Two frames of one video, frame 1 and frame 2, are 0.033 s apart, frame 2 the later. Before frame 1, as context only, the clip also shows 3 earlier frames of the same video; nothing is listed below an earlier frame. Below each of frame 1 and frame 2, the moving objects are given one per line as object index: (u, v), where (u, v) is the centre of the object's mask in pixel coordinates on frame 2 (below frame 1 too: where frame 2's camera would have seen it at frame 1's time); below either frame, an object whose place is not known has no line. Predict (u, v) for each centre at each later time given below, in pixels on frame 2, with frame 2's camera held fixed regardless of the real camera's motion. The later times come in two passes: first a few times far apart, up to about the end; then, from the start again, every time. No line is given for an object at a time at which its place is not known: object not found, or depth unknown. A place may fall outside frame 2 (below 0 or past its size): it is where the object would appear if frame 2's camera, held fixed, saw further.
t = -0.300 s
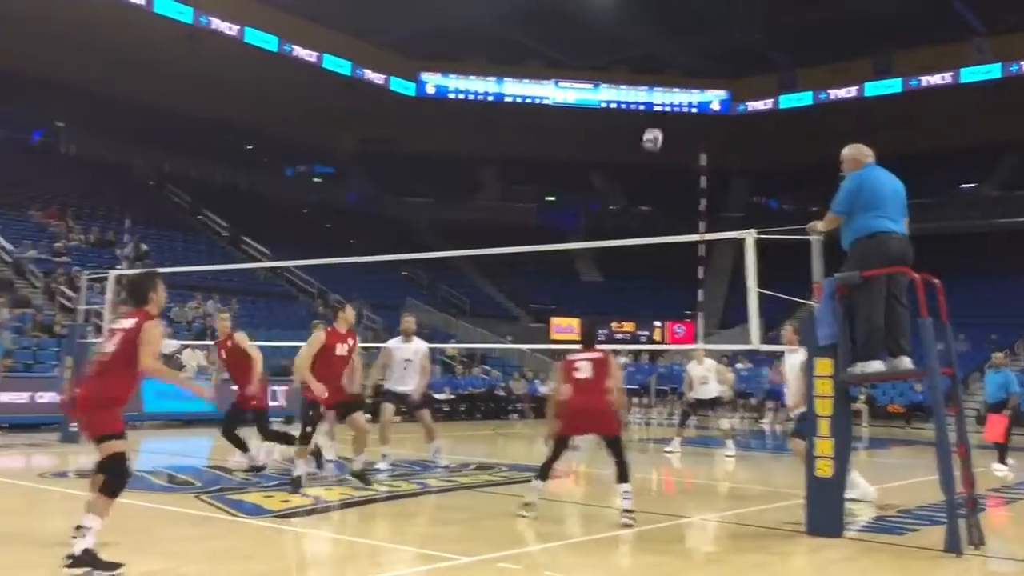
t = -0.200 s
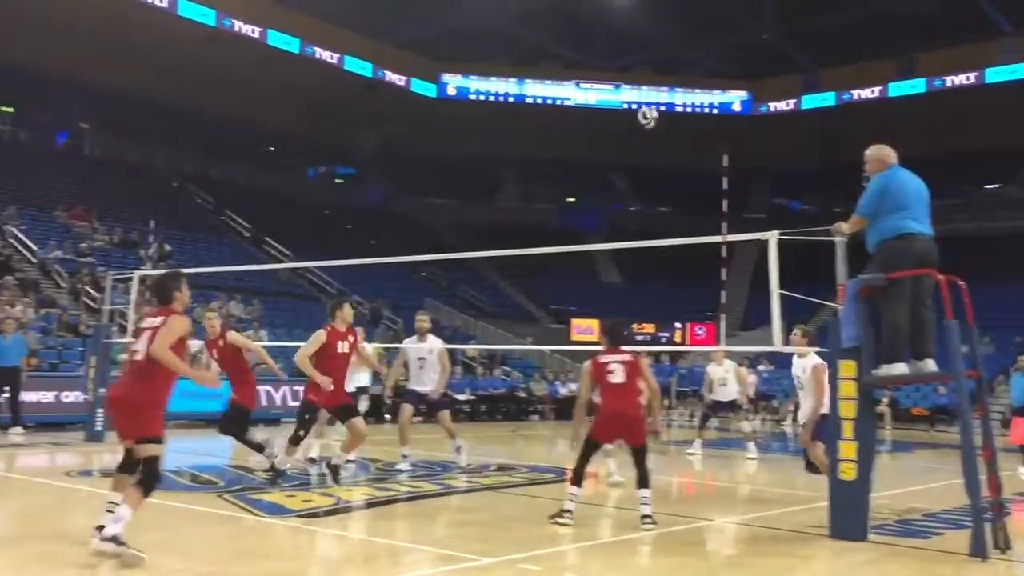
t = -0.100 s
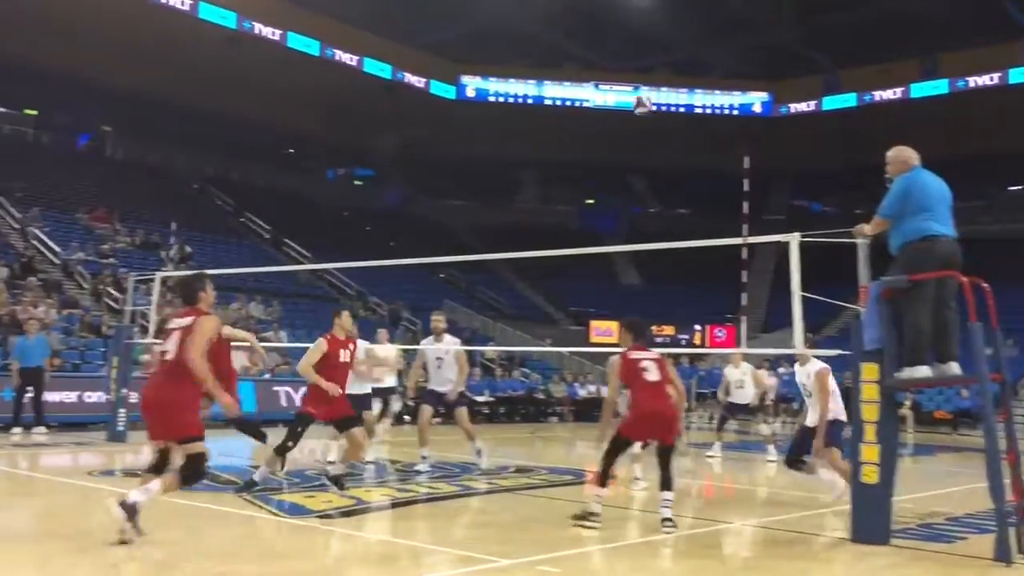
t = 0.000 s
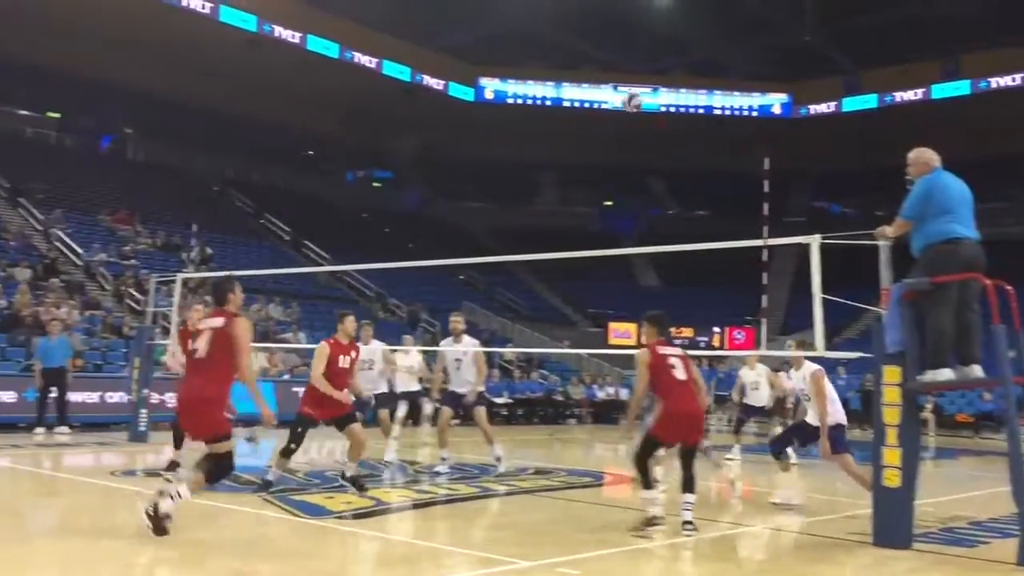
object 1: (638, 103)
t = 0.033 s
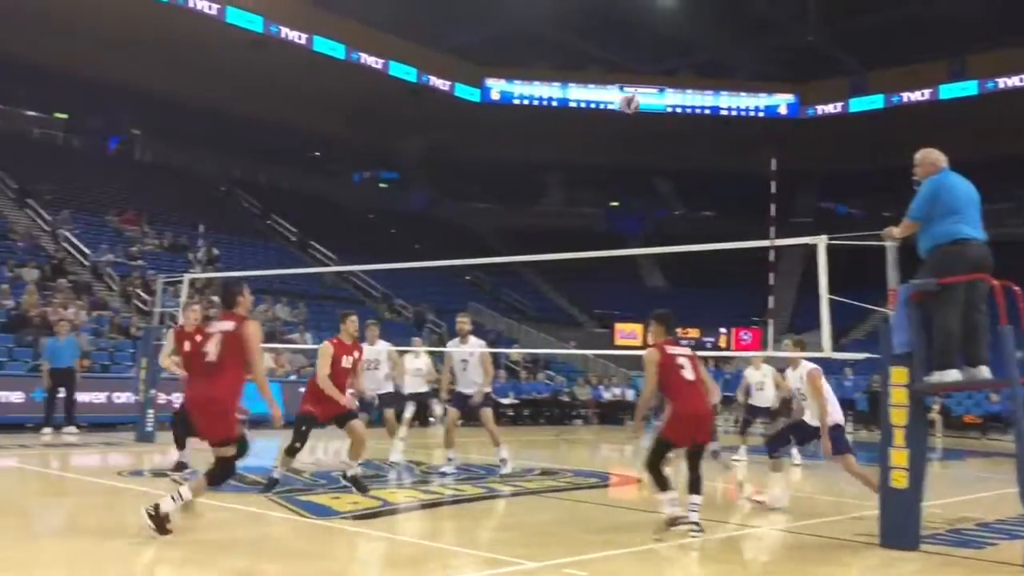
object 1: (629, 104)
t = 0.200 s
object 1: (584, 122)
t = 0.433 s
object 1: (516, 200)
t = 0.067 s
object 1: (620, 105)
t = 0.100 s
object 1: (611, 108)
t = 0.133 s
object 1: (603, 111)
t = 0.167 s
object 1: (593, 116)
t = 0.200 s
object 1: (584, 122)
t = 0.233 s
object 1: (574, 129)
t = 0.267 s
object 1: (563, 137)
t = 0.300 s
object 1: (553, 147)
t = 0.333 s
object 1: (544, 159)
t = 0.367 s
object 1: (536, 171)
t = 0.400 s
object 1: (527, 185)
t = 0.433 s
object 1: (516, 200)
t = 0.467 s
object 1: (505, 216)
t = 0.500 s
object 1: (496, 233)
